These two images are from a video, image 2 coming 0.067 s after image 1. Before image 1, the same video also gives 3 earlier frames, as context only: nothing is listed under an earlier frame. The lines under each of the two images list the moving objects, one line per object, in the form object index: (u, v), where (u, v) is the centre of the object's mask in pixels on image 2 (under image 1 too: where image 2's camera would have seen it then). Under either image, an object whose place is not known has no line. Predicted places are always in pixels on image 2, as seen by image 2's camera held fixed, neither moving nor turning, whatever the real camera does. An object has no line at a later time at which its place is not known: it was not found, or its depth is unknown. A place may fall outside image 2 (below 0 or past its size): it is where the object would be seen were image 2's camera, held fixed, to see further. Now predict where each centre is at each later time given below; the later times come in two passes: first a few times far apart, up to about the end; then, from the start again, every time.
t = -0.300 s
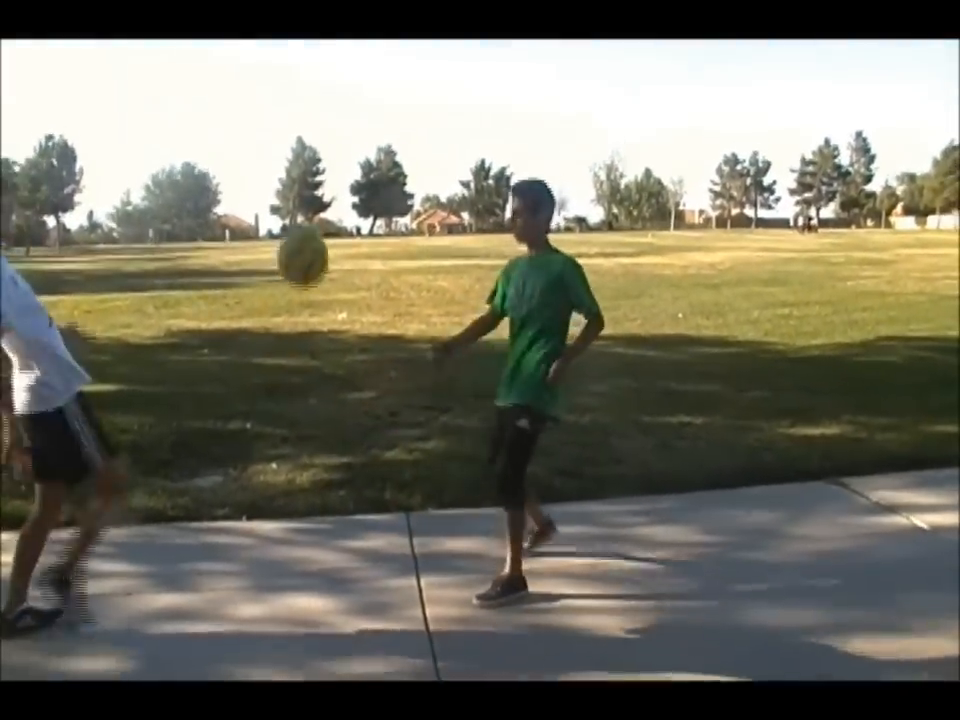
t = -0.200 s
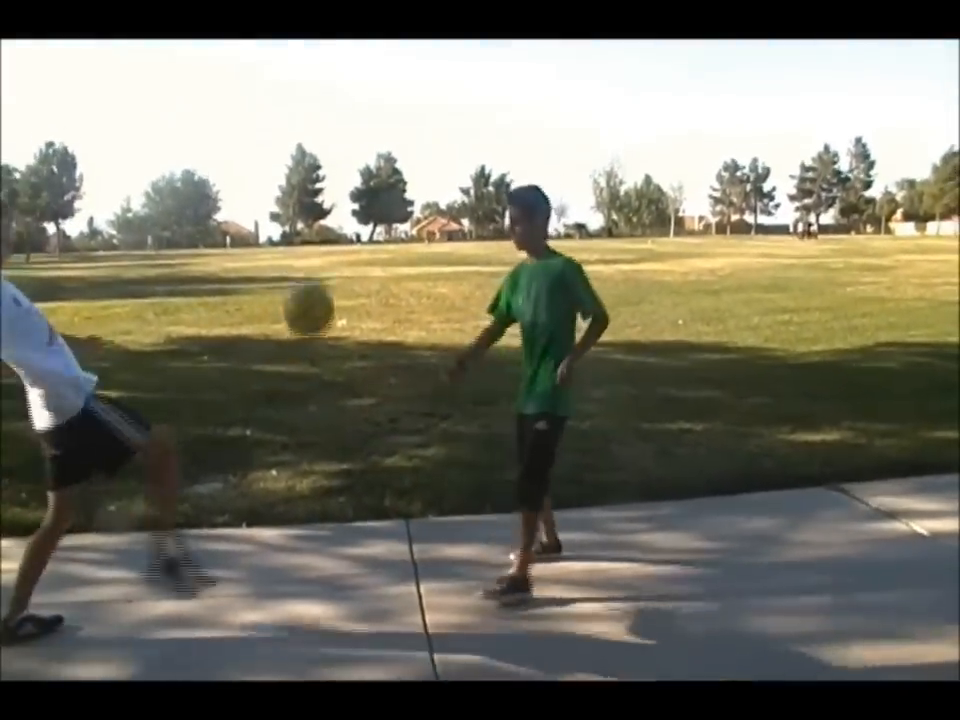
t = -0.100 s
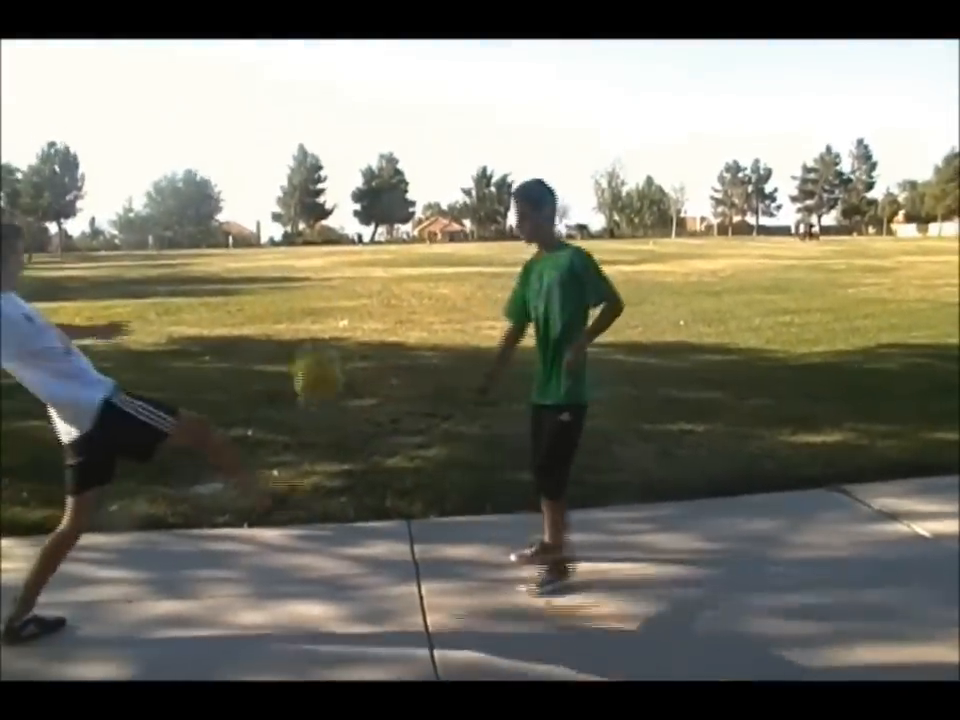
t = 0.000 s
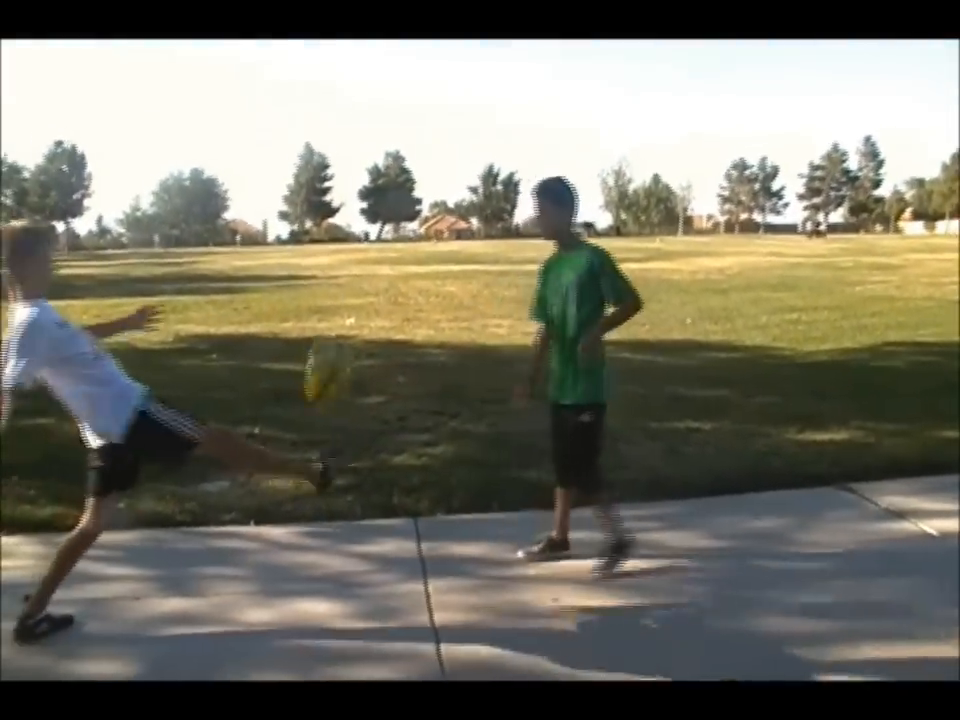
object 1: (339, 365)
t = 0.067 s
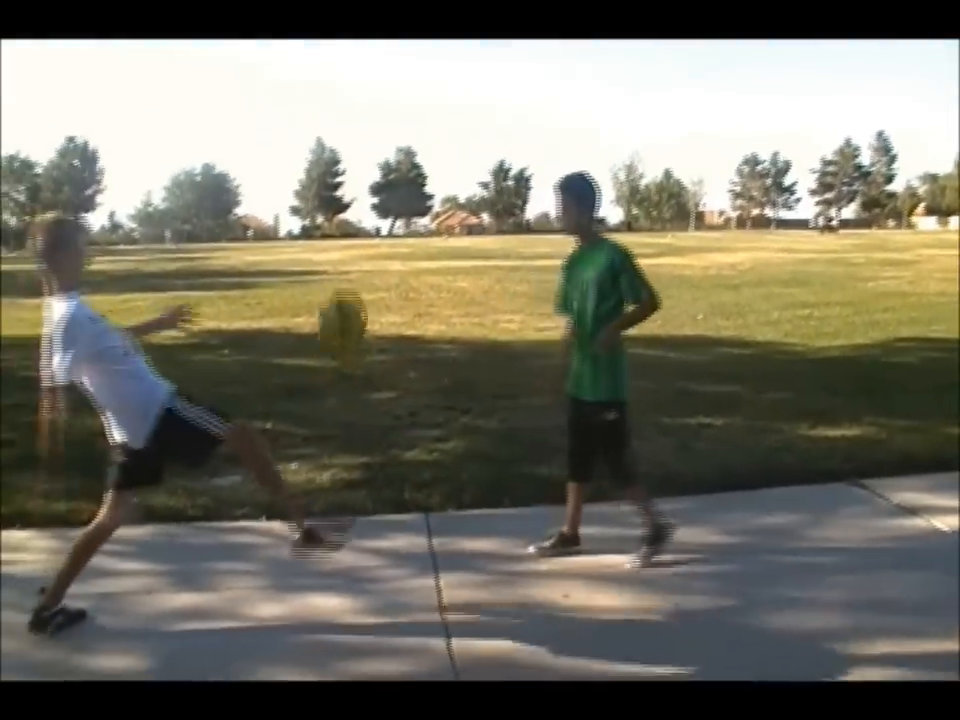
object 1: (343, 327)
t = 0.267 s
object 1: (347, 243)
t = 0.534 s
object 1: (363, 304)
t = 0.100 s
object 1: (342, 299)
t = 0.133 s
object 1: (343, 285)
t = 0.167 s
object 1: (343, 269)
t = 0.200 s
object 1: (344, 253)
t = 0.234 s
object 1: (345, 247)
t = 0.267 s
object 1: (347, 243)
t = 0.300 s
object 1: (348, 241)
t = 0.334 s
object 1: (350, 241)
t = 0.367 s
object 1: (352, 244)
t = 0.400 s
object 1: (353, 248)
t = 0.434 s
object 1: (355, 255)
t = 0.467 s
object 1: (358, 270)
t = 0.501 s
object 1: (360, 285)
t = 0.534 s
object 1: (363, 304)
